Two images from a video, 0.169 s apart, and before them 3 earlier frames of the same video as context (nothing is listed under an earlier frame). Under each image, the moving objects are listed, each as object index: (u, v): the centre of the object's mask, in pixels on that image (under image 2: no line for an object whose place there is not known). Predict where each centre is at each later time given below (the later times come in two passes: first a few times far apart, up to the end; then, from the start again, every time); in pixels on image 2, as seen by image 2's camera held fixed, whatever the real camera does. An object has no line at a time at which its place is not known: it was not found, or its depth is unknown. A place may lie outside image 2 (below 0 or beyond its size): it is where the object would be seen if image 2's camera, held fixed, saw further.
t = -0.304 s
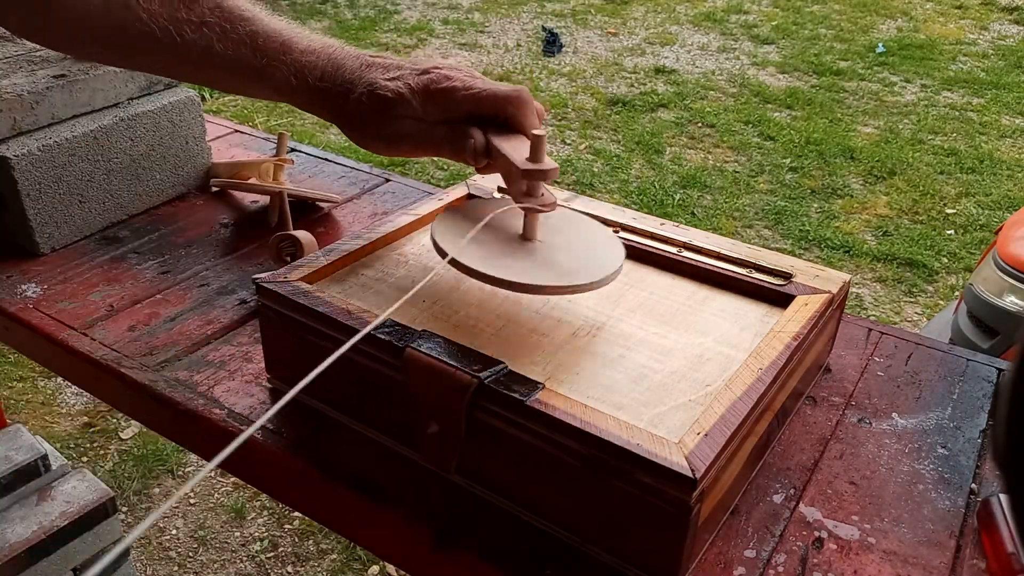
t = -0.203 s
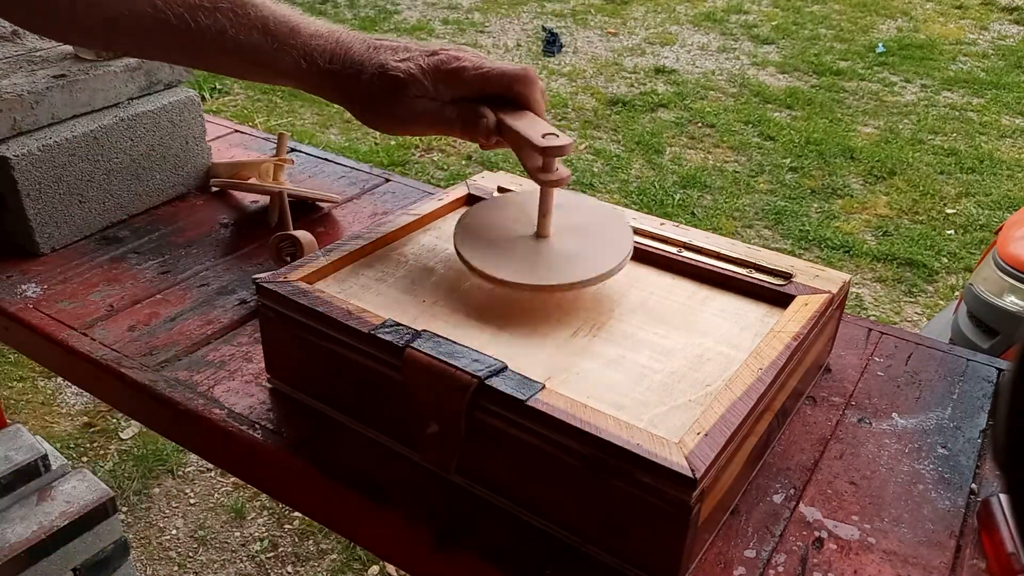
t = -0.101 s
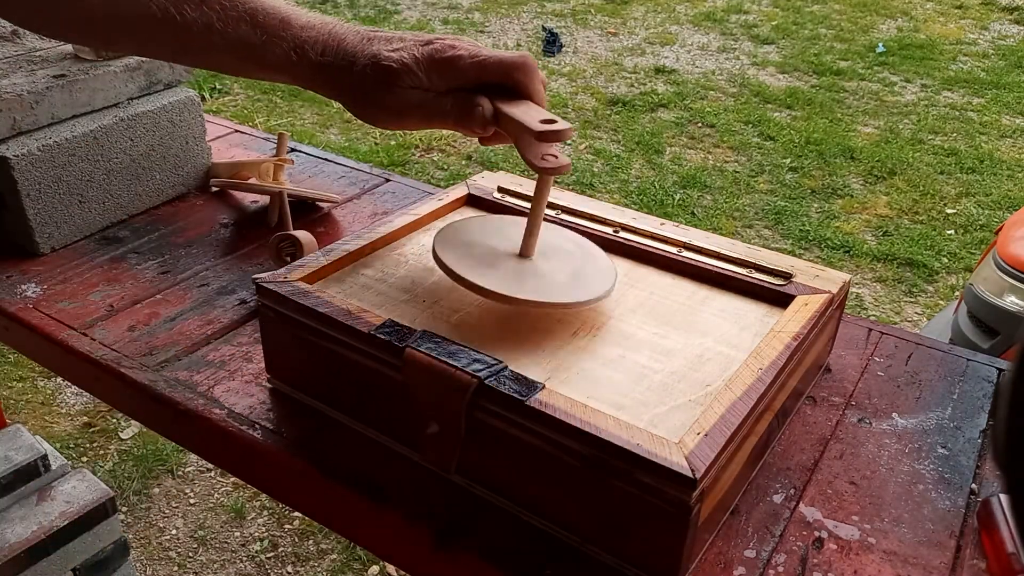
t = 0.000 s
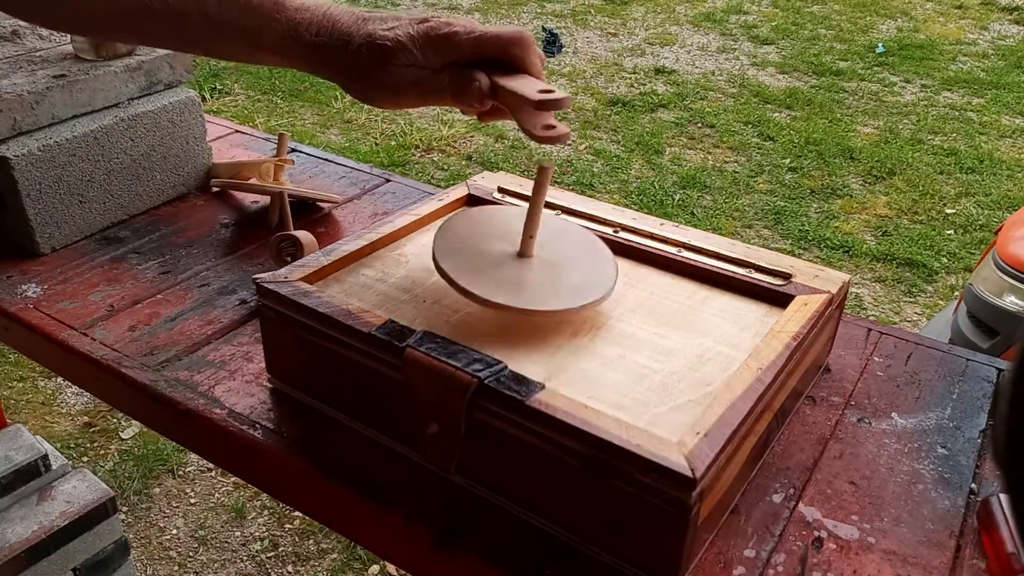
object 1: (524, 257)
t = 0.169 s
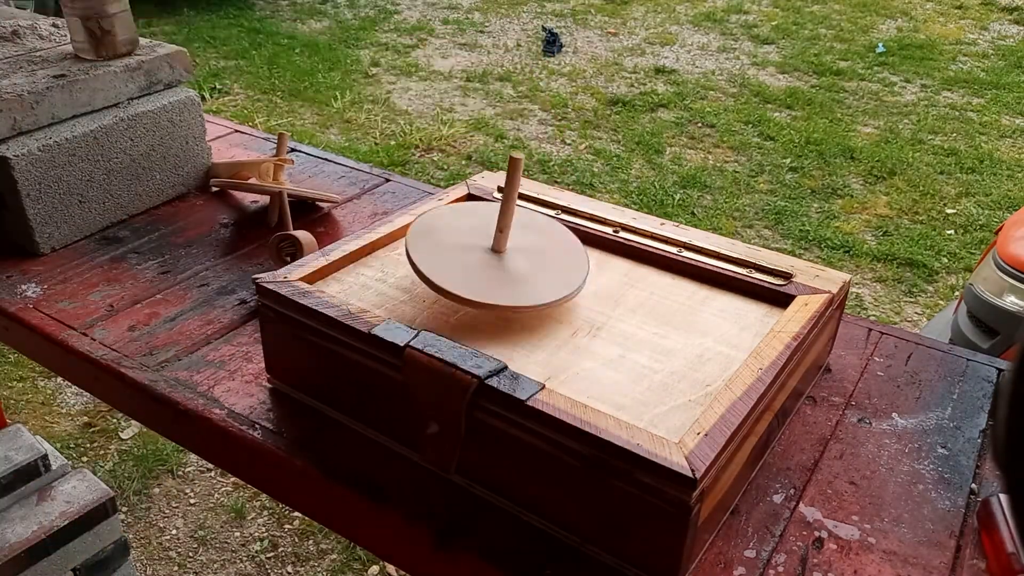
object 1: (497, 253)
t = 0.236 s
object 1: (484, 250)
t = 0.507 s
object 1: (458, 223)
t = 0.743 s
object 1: (462, 202)
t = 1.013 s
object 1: (472, 185)
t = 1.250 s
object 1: (476, 177)
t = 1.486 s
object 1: (482, 180)
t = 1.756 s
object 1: (511, 189)
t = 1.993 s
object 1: (529, 198)
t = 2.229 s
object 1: (520, 221)
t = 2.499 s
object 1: (629, 241)
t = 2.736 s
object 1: (657, 227)
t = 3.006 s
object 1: (642, 223)
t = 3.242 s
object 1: (627, 217)
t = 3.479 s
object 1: (616, 223)
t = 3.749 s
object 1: (593, 217)
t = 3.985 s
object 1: (604, 229)
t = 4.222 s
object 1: (614, 233)
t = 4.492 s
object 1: (602, 222)
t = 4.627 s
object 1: (603, 225)
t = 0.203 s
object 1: (490, 250)
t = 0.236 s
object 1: (484, 250)
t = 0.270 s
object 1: (478, 246)
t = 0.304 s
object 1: (471, 241)
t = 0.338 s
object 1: (466, 240)
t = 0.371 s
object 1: (463, 237)
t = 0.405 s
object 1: (460, 232)
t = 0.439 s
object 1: (457, 230)
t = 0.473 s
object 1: (457, 227)
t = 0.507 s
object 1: (458, 223)
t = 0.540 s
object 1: (457, 219)
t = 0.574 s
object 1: (459, 217)
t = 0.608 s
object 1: (460, 214)
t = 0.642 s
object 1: (460, 210)
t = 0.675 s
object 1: (461, 209)
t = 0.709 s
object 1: (462, 205)
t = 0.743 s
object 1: (462, 202)
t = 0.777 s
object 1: (462, 201)
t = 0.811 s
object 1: (464, 198)
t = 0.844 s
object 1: (464, 194)
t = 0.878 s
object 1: (464, 193)
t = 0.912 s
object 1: (466, 191)
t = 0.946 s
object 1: (468, 187)
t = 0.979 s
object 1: (469, 187)
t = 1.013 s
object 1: (472, 185)
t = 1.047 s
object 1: (476, 180)
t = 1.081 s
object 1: (480, 180)
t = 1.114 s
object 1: (484, 180)
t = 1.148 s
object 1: (478, 181)
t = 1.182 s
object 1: (474, 183)
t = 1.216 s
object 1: (474, 180)
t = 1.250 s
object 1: (476, 177)
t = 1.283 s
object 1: (479, 179)
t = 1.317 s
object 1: (478, 179)
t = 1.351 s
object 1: (476, 178)
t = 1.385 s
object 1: (480, 178)
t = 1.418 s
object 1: (480, 176)
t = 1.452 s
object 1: (480, 178)
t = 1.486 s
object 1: (482, 180)
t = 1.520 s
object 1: (485, 179)
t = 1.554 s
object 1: (490, 182)
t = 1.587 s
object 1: (497, 181)
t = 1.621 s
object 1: (501, 182)
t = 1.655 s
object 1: (507, 185)
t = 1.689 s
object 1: (508, 186)
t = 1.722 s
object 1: (507, 189)
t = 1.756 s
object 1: (511, 189)
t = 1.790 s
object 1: (514, 189)
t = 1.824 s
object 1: (521, 191)
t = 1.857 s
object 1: (527, 192)
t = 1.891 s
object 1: (529, 195)
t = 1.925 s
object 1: (532, 197)
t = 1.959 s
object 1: (530, 198)
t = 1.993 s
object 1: (529, 198)
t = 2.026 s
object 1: (529, 199)
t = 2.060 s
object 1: (527, 204)
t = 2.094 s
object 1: (522, 202)
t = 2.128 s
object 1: (517, 207)
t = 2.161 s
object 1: (516, 211)
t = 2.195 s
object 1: (516, 218)
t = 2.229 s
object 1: (520, 221)
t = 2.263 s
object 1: (522, 229)
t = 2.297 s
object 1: (532, 231)
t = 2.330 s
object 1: (542, 238)
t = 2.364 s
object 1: (557, 240)
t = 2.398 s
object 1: (573, 245)
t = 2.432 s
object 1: (592, 244)
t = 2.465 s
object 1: (611, 245)
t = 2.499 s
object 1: (629, 241)
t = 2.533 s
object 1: (645, 236)
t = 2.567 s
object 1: (659, 230)
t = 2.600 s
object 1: (669, 226)
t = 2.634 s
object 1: (666, 227)
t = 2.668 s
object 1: (661, 224)
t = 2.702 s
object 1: (659, 225)
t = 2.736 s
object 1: (657, 227)
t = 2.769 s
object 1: (651, 225)
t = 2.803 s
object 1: (651, 222)
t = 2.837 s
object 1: (652, 223)
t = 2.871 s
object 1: (647, 224)
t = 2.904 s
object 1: (643, 221)
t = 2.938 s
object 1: (645, 220)
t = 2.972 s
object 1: (646, 222)
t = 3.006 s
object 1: (642, 223)
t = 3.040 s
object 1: (637, 220)
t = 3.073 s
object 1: (639, 217)
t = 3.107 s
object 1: (640, 220)
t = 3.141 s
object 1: (634, 221)
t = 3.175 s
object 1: (628, 219)
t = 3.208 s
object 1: (627, 216)
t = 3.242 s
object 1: (627, 217)
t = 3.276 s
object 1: (627, 218)
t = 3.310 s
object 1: (624, 221)
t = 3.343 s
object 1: (620, 221)
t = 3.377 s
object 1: (618, 216)
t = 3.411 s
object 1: (620, 216)
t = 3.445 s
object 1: (620, 219)
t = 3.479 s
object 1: (616, 223)
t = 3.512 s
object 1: (609, 221)
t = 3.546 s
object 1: (605, 215)
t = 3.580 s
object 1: (600, 218)
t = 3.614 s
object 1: (594, 220)
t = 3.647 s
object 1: (590, 219)
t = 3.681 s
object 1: (589, 218)
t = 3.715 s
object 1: (590, 217)
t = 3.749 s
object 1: (593, 217)
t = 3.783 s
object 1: (594, 217)
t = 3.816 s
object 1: (592, 220)
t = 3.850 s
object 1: (590, 222)
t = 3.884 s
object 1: (591, 226)
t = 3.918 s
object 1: (593, 227)
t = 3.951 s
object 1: (599, 228)
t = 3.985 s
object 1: (604, 229)
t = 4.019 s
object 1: (610, 231)
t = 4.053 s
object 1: (616, 231)
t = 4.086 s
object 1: (619, 230)
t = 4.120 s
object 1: (620, 230)
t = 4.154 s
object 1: (619, 231)
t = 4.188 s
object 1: (617, 233)
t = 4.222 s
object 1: (614, 233)
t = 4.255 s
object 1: (612, 233)
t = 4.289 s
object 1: (610, 232)
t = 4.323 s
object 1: (608, 231)
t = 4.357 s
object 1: (606, 230)
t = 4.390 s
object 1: (605, 228)
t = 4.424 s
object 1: (604, 226)
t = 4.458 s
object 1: (602, 225)
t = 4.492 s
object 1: (602, 222)
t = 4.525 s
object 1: (603, 220)
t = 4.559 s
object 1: (602, 221)
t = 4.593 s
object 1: (602, 223)
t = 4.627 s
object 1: (603, 225)
